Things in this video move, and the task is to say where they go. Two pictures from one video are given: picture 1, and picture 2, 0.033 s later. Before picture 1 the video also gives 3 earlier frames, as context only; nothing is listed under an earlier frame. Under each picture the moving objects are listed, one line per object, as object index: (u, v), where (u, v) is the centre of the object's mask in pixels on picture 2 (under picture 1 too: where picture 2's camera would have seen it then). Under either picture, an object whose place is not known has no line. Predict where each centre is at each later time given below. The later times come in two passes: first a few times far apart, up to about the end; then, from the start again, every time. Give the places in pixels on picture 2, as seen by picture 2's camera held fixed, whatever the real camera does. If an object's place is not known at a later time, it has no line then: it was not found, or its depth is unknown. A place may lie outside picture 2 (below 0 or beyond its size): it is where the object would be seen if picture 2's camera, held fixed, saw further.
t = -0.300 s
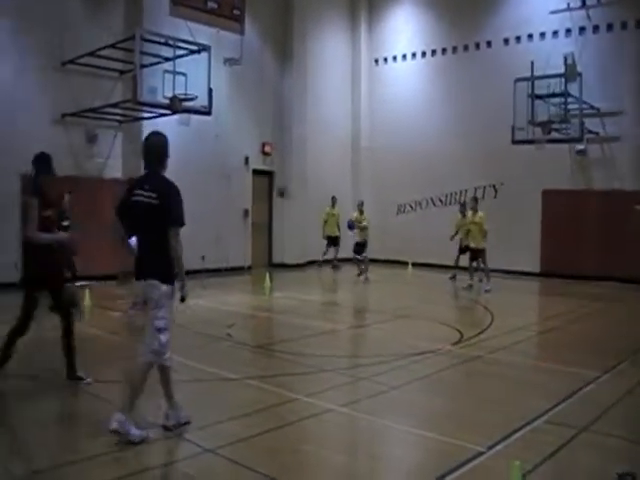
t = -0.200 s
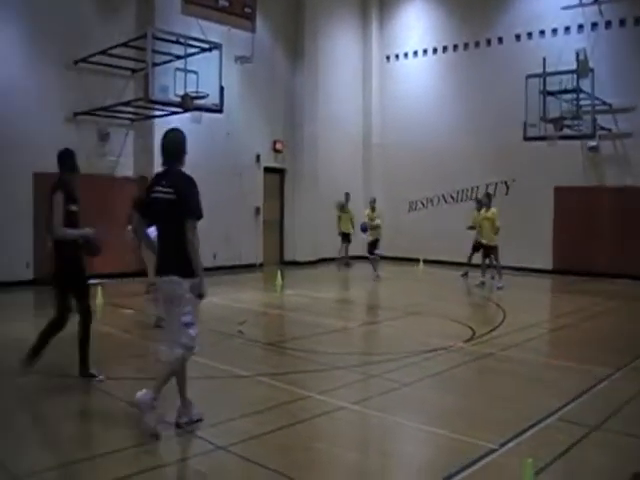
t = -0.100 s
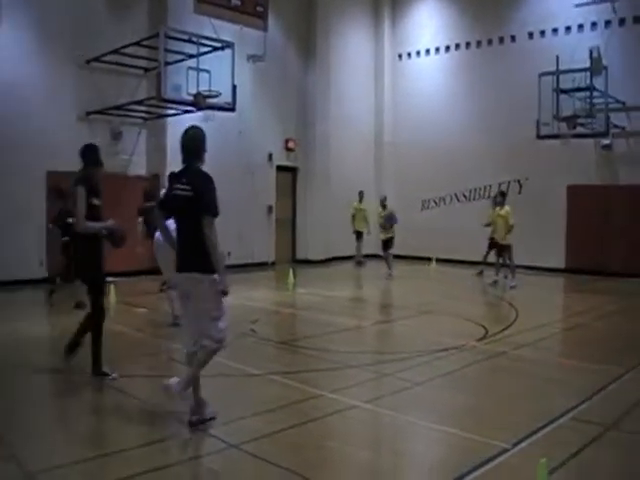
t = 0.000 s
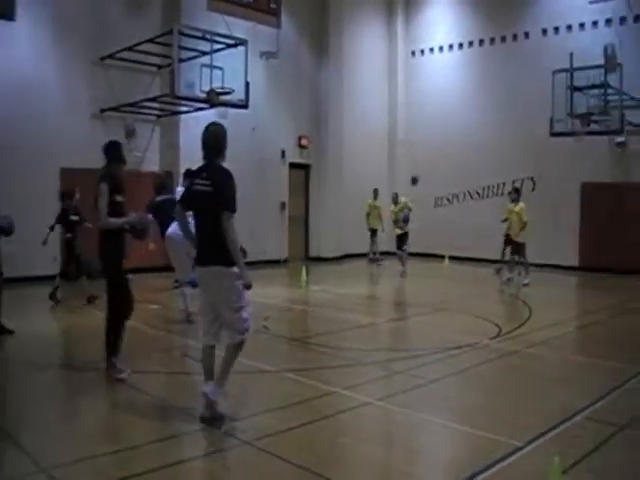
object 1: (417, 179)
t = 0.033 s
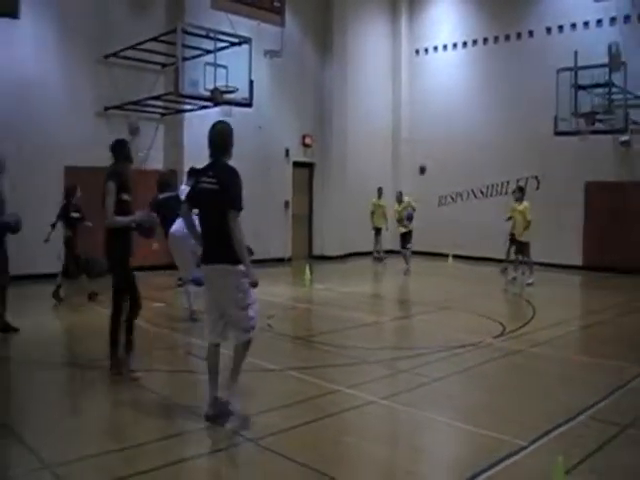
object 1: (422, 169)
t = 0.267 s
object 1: (452, 122)
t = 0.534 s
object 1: (479, 108)
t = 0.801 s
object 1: (498, 128)
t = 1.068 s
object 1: (485, 131)
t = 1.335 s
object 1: (462, 157)
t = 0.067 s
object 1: (426, 160)
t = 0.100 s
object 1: (431, 151)
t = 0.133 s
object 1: (435, 143)
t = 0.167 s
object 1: (440, 137)
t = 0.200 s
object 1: (445, 131)
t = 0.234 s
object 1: (448, 126)
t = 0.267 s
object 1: (452, 122)
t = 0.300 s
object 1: (455, 119)
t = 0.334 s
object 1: (460, 115)
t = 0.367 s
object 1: (463, 113)
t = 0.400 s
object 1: (466, 110)
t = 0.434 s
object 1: (469, 110)
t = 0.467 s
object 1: (472, 109)
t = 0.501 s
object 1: (476, 108)
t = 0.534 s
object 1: (479, 108)
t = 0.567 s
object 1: (482, 109)
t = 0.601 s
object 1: (485, 110)
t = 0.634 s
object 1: (487, 112)
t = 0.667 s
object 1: (490, 115)
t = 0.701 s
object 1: (492, 117)
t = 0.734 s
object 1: (495, 121)
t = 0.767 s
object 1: (497, 124)
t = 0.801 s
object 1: (498, 128)
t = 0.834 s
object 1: (500, 133)
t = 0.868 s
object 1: (500, 133)
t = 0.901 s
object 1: (498, 131)
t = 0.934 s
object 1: (495, 131)
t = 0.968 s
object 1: (493, 130)
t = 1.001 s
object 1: (490, 130)
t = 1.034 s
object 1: (487, 130)
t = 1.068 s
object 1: (485, 131)
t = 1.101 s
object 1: (482, 132)
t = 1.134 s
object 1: (479, 134)
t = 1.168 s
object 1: (477, 137)
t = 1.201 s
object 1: (474, 139)
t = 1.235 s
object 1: (471, 142)
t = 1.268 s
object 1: (467, 146)
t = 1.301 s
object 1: (464, 151)
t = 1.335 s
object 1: (462, 157)
